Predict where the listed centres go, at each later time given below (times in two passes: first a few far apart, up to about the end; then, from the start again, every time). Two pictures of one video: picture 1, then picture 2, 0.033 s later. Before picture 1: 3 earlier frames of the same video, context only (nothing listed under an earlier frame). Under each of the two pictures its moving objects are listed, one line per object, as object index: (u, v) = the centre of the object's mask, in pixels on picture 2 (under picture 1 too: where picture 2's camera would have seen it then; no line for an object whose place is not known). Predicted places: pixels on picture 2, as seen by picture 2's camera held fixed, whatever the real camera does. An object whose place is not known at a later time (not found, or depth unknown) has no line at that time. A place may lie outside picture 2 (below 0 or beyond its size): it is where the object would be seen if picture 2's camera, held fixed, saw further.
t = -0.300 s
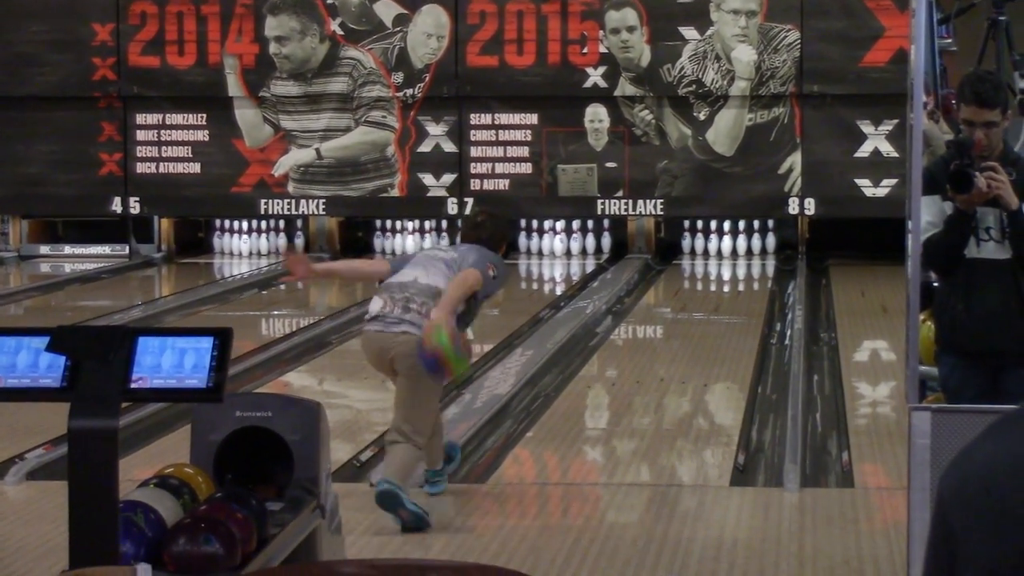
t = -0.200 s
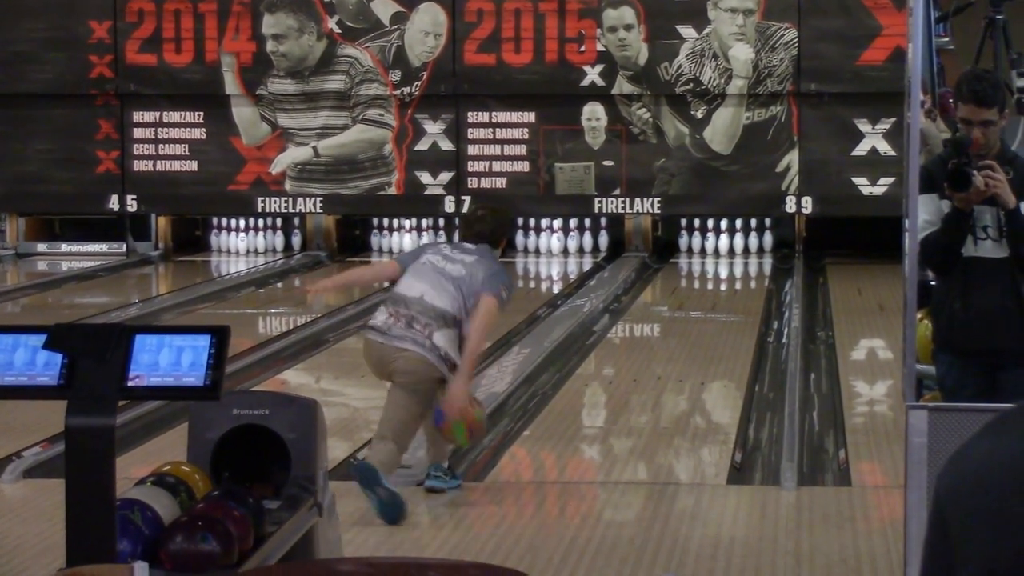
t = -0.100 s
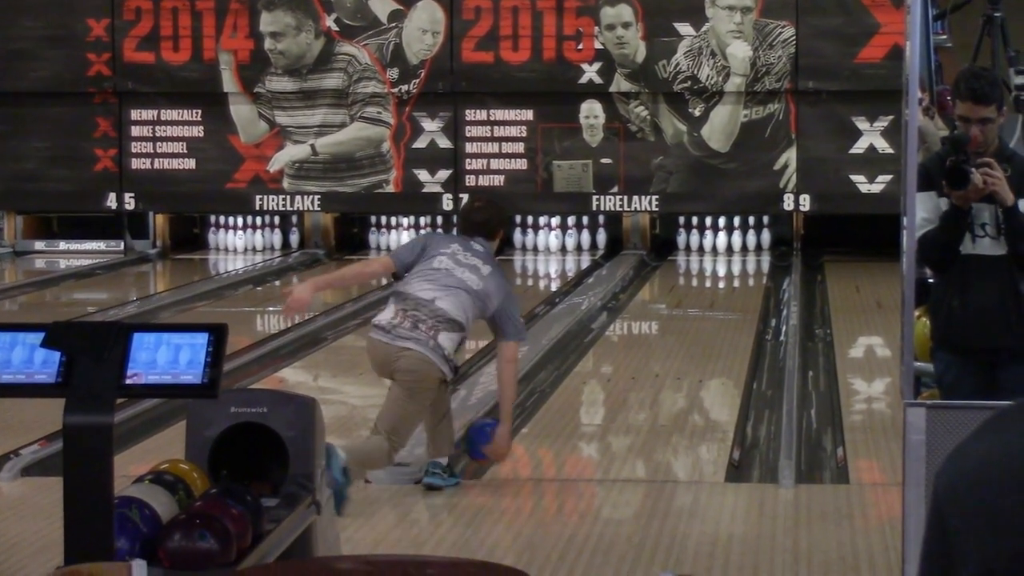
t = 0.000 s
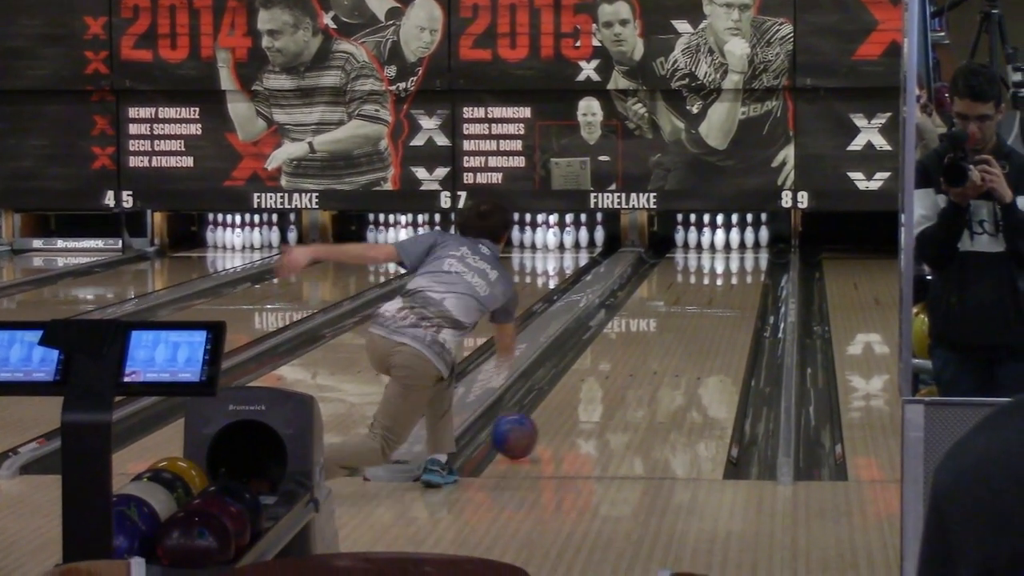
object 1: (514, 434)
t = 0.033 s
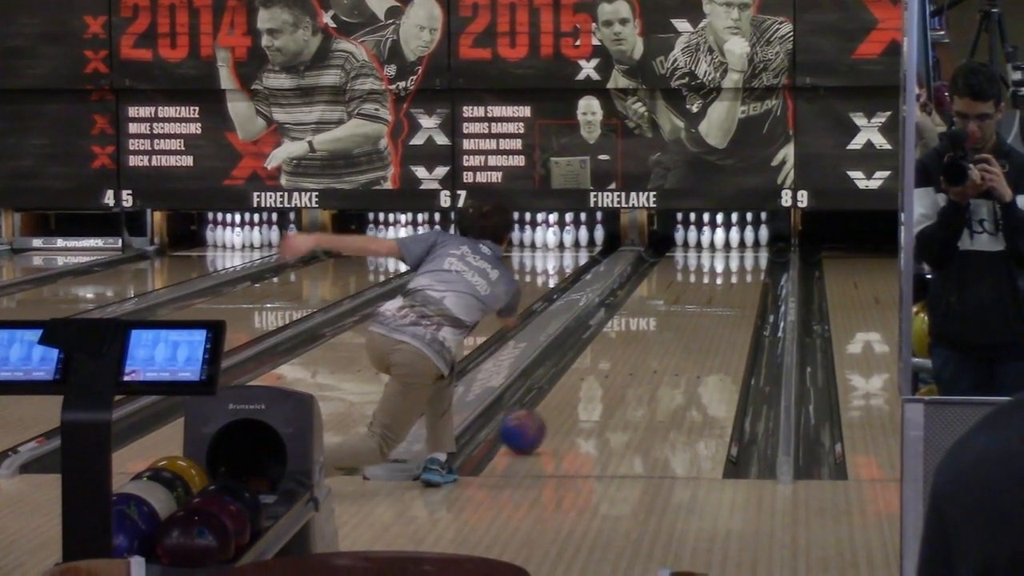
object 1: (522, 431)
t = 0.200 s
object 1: (560, 405)
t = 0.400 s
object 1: (596, 379)
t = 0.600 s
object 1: (627, 357)
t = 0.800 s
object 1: (653, 338)
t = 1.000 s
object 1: (675, 322)
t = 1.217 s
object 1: (695, 306)
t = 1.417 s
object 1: (710, 295)
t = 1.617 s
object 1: (726, 283)
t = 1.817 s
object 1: (736, 274)
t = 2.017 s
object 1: (745, 265)
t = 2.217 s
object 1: (746, 258)
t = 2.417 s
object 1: (741, 251)
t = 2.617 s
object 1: (731, 245)
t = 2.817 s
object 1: (721, 240)
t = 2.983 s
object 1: (714, 236)
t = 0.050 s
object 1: (527, 427)
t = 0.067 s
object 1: (531, 425)
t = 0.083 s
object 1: (534, 421)
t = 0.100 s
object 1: (538, 419)
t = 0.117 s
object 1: (542, 417)
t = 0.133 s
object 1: (545, 414)
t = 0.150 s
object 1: (548, 411)
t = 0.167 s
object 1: (552, 409)
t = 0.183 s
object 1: (556, 407)
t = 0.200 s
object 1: (560, 405)
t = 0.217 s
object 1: (563, 403)
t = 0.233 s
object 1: (566, 401)
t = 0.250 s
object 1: (569, 398)
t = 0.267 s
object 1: (572, 396)
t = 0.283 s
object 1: (575, 394)
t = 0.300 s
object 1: (578, 391)
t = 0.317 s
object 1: (581, 389)
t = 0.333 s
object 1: (585, 386)
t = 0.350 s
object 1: (588, 385)
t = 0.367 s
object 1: (591, 383)
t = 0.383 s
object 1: (593, 381)
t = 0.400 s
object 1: (596, 379)
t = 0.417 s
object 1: (599, 378)
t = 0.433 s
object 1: (602, 375)
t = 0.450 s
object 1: (604, 373)
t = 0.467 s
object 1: (607, 371)
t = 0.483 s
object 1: (610, 369)
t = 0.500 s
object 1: (612, 367)
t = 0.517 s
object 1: (615, 366)
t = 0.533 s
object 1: (617, 364)
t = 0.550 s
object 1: (619, 363)
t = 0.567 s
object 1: (622, 361)
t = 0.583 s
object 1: (625, 358)
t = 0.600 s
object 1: (627, 357)
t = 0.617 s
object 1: (629, 355)
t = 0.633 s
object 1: (632, 353)
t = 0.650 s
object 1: (634, 352)
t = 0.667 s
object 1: (636, 351)
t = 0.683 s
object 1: (638, 349)
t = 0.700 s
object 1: (640, 347)
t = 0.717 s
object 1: (642, 346)
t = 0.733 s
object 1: (644, 344)
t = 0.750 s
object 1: (647, 342)
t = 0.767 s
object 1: (649, 341)
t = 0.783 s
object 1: (651, 340)
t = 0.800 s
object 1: (653, 338)
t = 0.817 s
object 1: (654, 337)
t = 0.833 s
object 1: (655, 336)
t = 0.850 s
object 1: (658, 334)
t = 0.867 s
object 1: (661, 333)
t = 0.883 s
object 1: (663, 331)
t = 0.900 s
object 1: (664, 330)
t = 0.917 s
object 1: (666, 329)
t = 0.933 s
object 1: (668, 327)
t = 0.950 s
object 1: (669, 326)
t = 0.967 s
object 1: (670, 325)
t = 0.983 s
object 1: (673, 323)
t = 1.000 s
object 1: (675, 322)
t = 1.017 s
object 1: (677, 321)
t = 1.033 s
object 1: (678, 319)
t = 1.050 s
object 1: (680, 318)
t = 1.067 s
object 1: (681, 316)
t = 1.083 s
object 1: (683, 316)
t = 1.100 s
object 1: (684, 314)
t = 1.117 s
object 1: (685, 314)
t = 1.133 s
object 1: (687, 312)
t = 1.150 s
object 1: (689, 311)
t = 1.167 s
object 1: (691, 310)
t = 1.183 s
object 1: (692, 309)
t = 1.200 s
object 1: (694, 307)
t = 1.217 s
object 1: (695, 306)
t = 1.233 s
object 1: (696, 305)
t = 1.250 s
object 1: (698, 305)
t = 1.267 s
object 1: (698, 304)
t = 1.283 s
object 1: (701, 303)
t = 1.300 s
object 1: (703, 301)
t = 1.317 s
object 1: (704, 300)
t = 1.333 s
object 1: (705, 299)
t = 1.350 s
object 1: (706, 299)
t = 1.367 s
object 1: (707, 298)
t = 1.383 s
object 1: (708, 296)
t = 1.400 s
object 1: (709, 296)
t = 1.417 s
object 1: (710, 295)
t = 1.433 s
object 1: (712, 294)
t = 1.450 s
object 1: (714, 293)
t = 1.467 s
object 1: (716, 292)
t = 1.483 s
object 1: (717, 290)
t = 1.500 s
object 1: (718, 289)
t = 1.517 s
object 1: (719, 288)
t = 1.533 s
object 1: (718, 288)
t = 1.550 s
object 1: (718, 288)
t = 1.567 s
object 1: (721, 287)
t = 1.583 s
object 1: (724, 285)
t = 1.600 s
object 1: (725, 284)
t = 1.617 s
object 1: (726, 283)
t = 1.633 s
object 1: (727, 282)
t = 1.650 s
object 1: (728, 282)
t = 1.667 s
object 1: (728, 280)
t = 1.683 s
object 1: (730, 280)
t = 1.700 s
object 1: (731, 279)
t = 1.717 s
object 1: (732, 279)
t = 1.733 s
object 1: (733, 278)
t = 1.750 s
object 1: (734, 277)
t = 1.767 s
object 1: (735, 277)
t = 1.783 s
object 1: (736, 275)
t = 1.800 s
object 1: (736, 275)
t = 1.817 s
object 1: (736, 274)
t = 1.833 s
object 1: (737, 273)
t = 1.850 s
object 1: (738, 272)
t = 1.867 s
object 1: (740, 271)
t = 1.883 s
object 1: (740, 271)
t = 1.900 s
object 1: (742, 270)
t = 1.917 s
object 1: (742, 269)
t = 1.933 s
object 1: (742, 268)
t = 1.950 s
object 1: (743, 268)
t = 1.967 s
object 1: (744, 267)
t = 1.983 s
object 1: (744, 266)
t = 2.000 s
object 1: (744, 266)
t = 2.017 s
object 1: (745, 265)
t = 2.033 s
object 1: (745, 265)
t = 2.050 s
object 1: (746, 264)
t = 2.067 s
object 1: (746, 263)
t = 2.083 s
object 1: (746, 262)
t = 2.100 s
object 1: (745, 261)
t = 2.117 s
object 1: (746, 261)
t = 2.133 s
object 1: (746, 261)
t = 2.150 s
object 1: (747, 260)
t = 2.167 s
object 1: (747, 259)
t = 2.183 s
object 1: (746, 258)
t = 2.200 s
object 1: (747, 258)
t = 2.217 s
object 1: (746, 258)
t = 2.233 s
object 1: (746, 257)
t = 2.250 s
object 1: (746, 256)
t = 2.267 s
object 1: (746, 256)
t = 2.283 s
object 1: (745, 255)
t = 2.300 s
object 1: (745, 255)
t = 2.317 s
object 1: (744, 254)
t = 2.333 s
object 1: (744, 254)
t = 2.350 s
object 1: (744, 253)
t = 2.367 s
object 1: (743, 252)
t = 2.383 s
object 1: (742, 252)
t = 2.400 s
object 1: (742, 251)
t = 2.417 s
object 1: (741, 251)
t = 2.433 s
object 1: (741, 250)
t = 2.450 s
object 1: (740, 250)
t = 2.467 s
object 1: (739, 249)
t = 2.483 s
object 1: (738, 249)
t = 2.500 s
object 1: (737, 248)
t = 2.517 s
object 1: (736, 248)
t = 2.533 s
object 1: (736, 247)
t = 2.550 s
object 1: (734, 247)
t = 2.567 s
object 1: (734, 246)
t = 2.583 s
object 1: (733, 245)
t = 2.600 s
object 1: (732, 245)
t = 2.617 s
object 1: (731, 245)
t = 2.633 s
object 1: (731, 244)
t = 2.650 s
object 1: (729, 243)
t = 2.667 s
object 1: (729, 243)
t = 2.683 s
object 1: (728, 243)
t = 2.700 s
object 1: (727, 242)
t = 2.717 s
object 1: (726, 242)
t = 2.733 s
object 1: (725, 241)
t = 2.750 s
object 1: (724, 241)
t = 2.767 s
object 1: (723, 241)
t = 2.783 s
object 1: (722, 241)
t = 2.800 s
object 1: (722, 240)
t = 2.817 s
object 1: (721, 240)
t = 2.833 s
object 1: (721, 240)
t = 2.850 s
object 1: (722, 239)
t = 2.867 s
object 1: (722, 239)
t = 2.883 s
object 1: (720, 238)
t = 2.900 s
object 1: (719, 238)
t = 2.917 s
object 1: (718, 238)
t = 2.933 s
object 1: (717, 238)
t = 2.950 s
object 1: (716, 237)
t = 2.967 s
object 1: (716, 236)
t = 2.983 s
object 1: (714, 236)
